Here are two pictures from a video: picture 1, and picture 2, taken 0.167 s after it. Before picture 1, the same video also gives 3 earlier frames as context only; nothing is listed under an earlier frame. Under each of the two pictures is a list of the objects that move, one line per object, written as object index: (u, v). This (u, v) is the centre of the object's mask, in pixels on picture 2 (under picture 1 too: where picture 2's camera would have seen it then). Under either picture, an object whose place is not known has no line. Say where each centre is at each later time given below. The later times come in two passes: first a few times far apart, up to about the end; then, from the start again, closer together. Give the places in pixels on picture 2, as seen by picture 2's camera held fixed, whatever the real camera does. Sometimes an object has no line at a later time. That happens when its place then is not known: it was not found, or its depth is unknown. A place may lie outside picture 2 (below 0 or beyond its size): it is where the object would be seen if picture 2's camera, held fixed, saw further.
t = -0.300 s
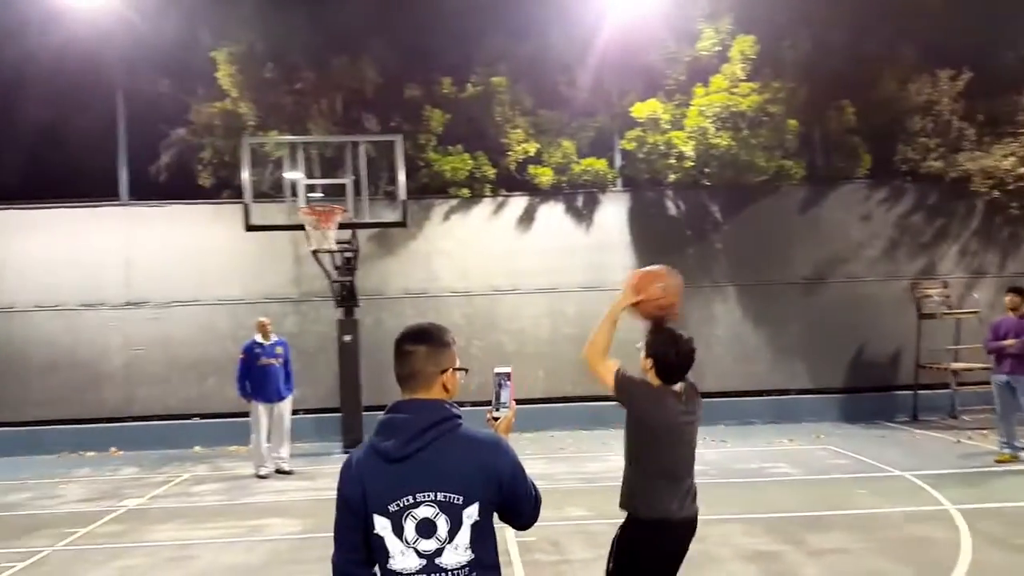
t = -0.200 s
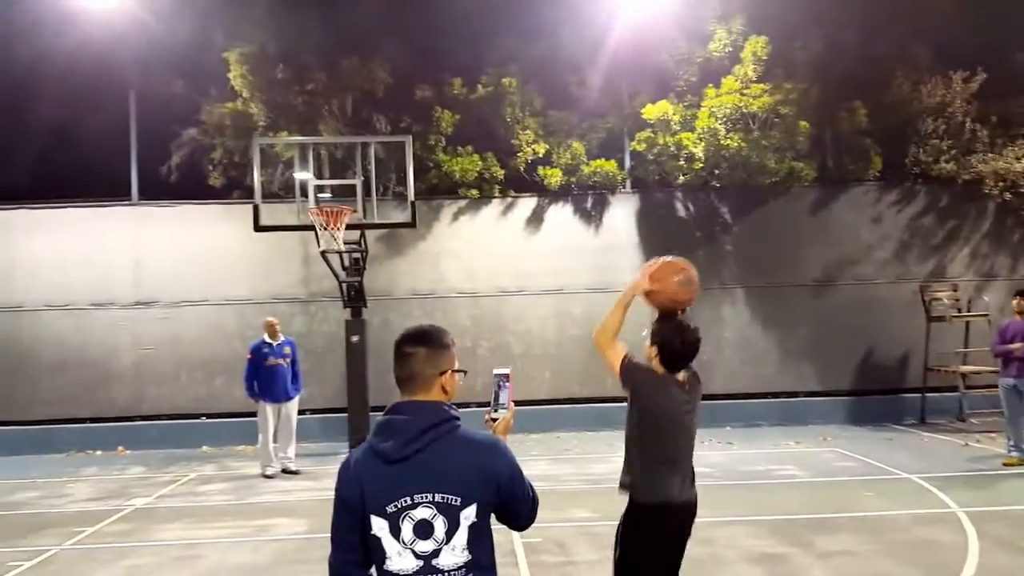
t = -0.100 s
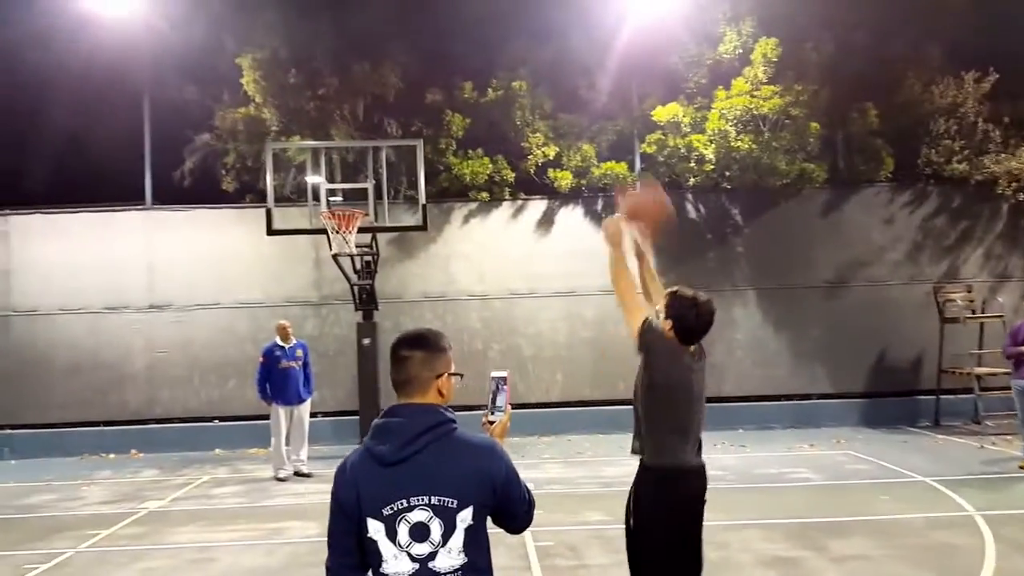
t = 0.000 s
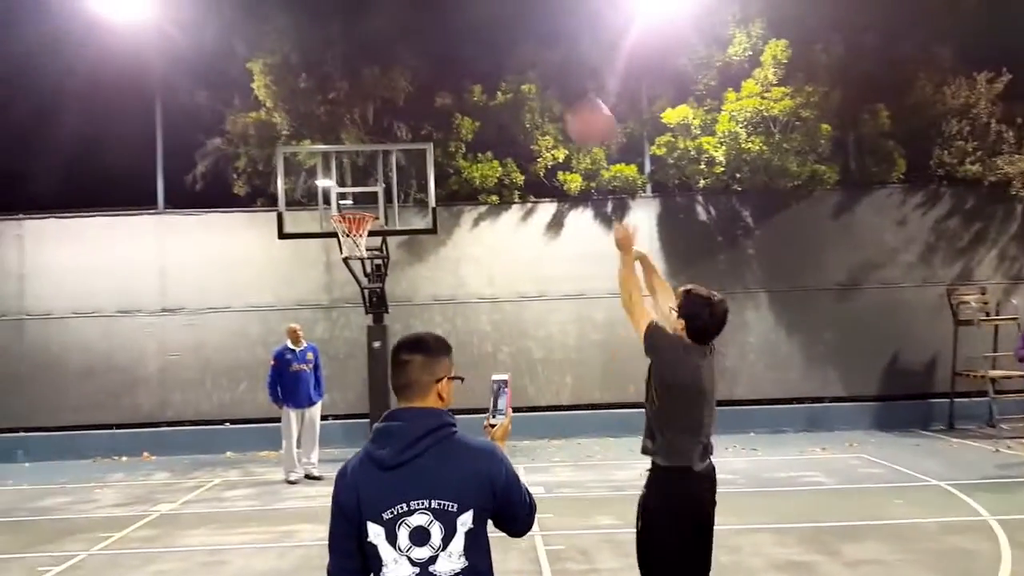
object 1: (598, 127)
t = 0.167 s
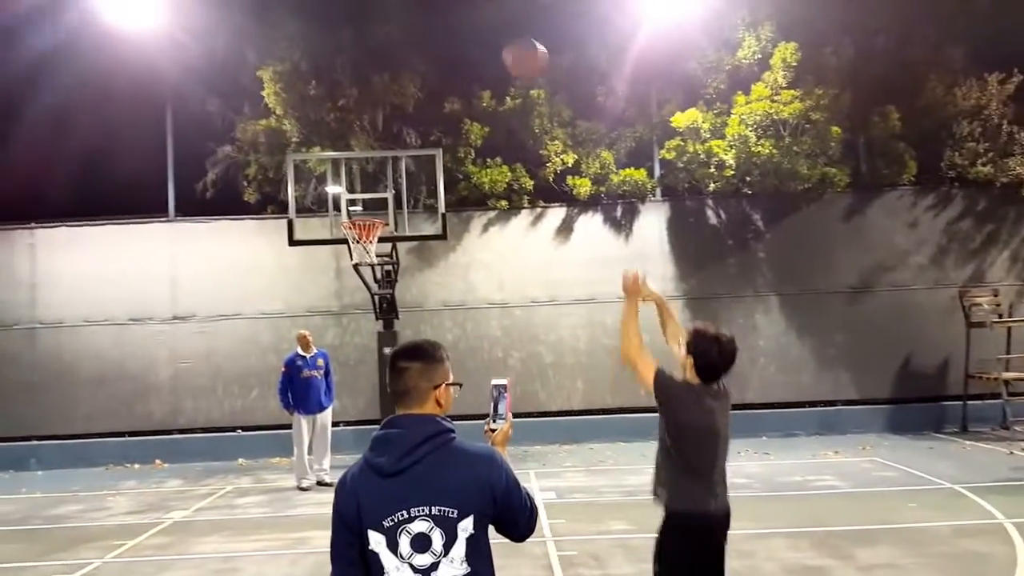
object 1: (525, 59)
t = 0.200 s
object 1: (513, 52)
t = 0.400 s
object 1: (453, 43)
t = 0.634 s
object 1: (404, 86)
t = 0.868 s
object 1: (370, 168)
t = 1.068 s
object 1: (352, 241)
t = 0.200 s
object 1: (513, 52)
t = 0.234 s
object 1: (501, 47)
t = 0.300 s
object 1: (480, 40)
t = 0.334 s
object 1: (470, 40)
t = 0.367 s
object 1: (461, 41)
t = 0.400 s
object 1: (453, 43)
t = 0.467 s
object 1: (437, 51)
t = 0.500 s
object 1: (430, 56)
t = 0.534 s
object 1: (423, 63)
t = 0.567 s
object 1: (417, 69)
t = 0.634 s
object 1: (404, 86)
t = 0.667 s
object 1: (399, 95)
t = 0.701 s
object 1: (392, 108)
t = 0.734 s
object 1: (388, 118)
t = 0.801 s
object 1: (379, 140)
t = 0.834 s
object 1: (375, 154)
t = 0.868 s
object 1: (370, 168)
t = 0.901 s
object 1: (367, 180)
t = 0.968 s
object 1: (359, 209)
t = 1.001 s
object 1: (356, 226)
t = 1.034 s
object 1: (346, 237)
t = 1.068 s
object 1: (352, 241)
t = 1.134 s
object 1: (349, 246)
